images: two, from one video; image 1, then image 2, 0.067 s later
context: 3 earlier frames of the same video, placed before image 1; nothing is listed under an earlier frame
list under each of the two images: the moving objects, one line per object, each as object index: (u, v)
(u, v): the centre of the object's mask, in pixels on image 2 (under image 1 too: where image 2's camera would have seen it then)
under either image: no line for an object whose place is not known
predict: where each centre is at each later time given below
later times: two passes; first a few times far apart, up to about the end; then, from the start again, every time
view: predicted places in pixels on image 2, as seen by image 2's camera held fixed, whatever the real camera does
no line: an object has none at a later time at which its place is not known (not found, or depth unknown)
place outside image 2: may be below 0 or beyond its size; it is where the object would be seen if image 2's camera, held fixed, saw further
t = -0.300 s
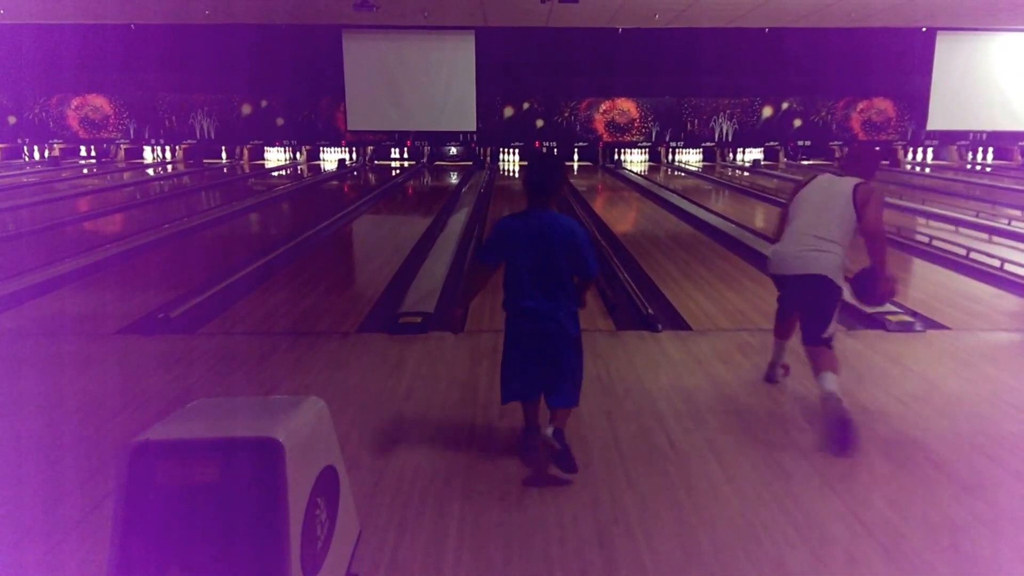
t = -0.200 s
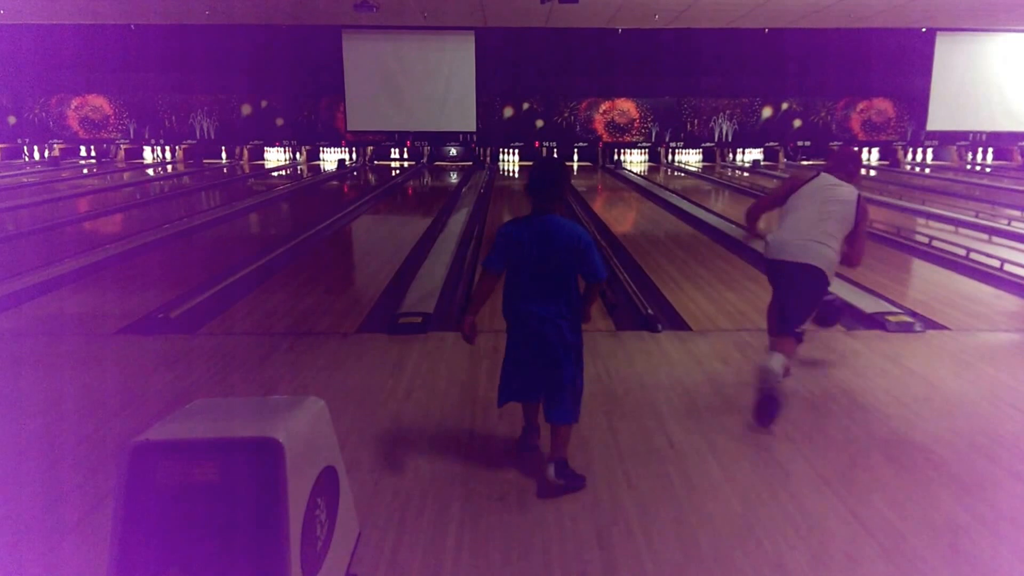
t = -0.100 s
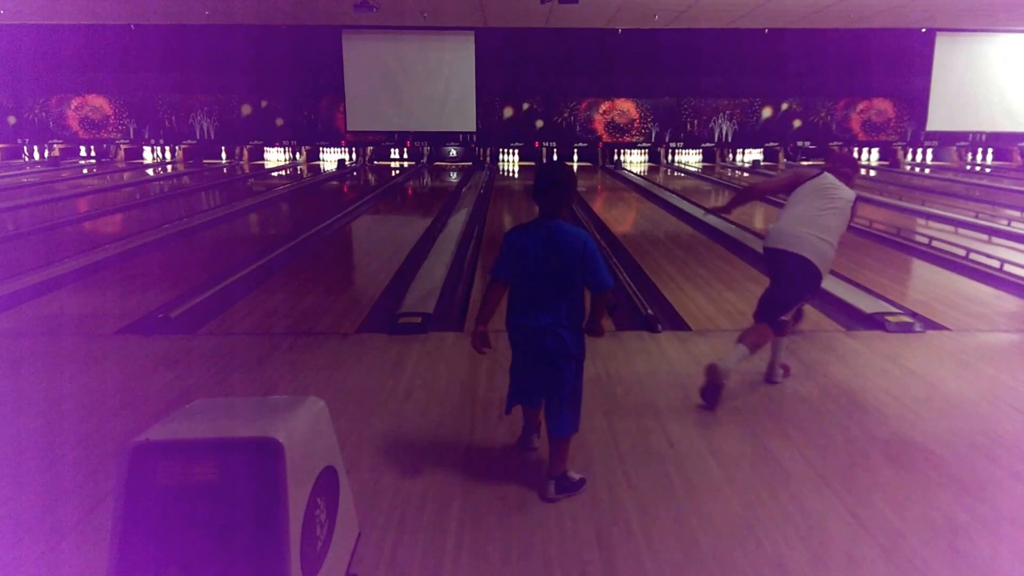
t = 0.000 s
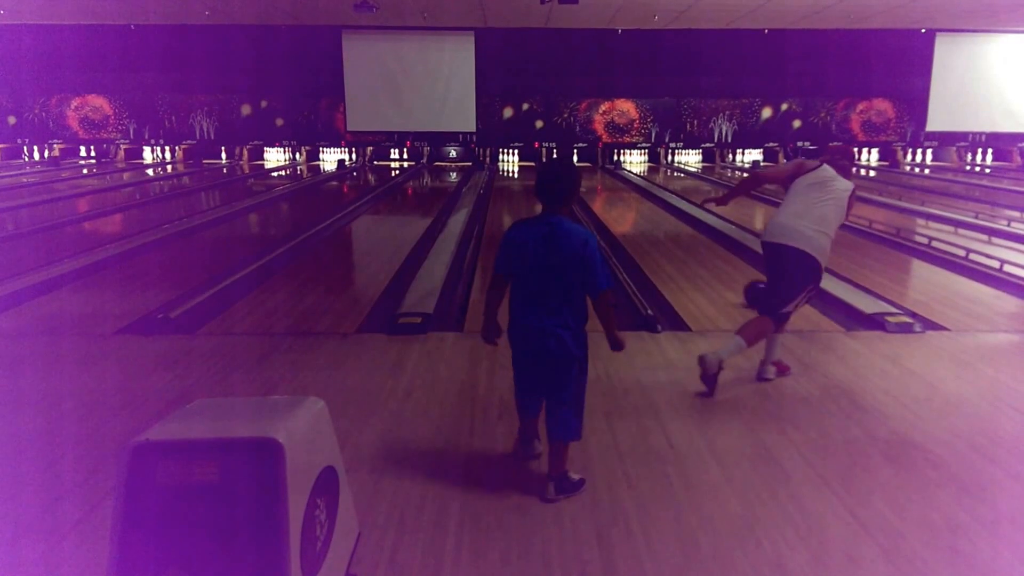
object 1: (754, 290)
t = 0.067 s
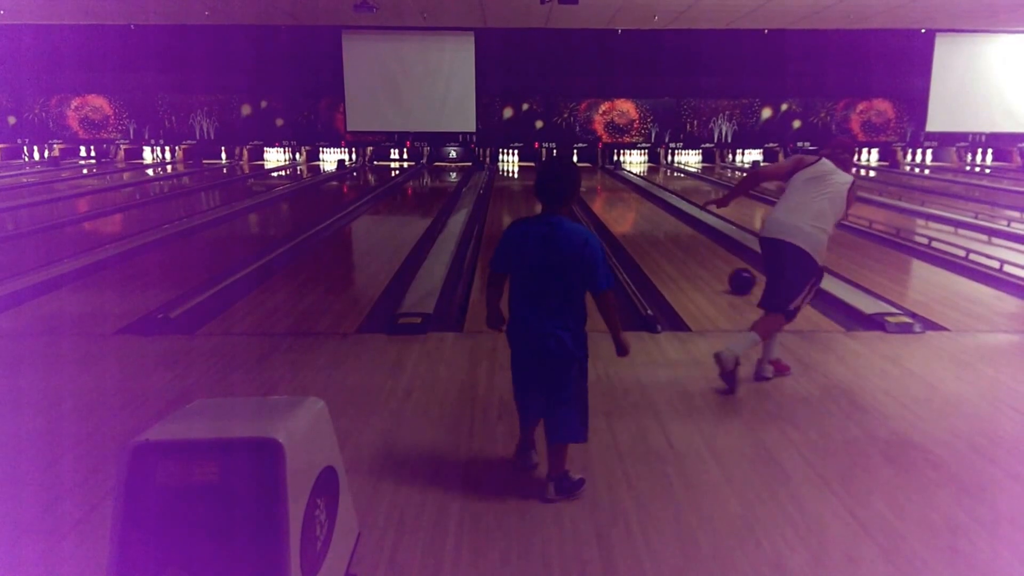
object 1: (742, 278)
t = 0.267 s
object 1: (705, 250)
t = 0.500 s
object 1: (675, 228)
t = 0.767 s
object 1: (650, 210)
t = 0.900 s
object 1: (641, 203)
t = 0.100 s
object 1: (735, 274)
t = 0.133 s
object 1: (727, 268)
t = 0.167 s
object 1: (722, 263)
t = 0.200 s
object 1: (716, 258)
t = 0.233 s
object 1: (710, 254)
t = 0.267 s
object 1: (705, 250)
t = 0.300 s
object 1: (700, 246)
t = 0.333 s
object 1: (696, 243)
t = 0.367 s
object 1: (691, 240)
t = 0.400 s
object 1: (687, 236)
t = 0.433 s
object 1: (683, 234)
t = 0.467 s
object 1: (679, 231)
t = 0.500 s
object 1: (675, 228)
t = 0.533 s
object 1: (671, 225)
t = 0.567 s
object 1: (668, 223)
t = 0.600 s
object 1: (665, 221)
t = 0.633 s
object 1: (662, 218)
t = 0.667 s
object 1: (659, 216)
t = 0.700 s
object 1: (656, 214)
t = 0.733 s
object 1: (653, 212)
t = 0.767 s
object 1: (650, 210)
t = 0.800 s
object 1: (648, 208)
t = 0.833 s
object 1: (646, 207)
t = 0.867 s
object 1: (643, 205)
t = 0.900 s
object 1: (641, 203)
